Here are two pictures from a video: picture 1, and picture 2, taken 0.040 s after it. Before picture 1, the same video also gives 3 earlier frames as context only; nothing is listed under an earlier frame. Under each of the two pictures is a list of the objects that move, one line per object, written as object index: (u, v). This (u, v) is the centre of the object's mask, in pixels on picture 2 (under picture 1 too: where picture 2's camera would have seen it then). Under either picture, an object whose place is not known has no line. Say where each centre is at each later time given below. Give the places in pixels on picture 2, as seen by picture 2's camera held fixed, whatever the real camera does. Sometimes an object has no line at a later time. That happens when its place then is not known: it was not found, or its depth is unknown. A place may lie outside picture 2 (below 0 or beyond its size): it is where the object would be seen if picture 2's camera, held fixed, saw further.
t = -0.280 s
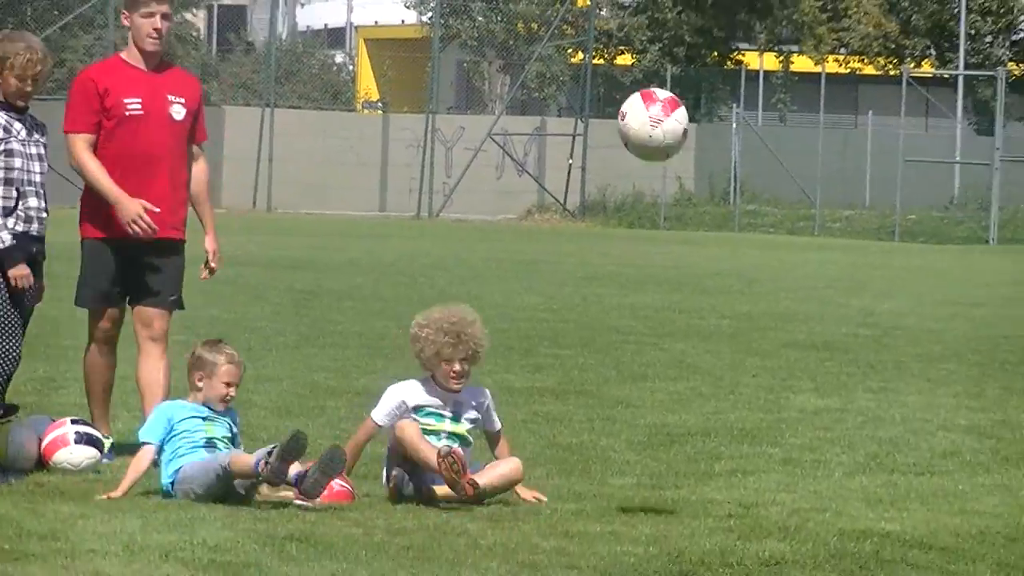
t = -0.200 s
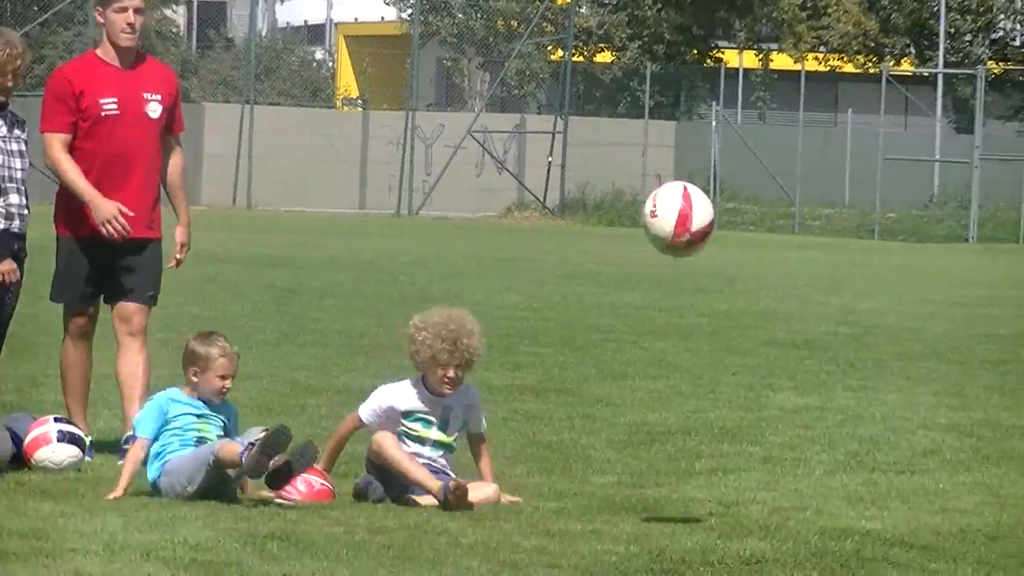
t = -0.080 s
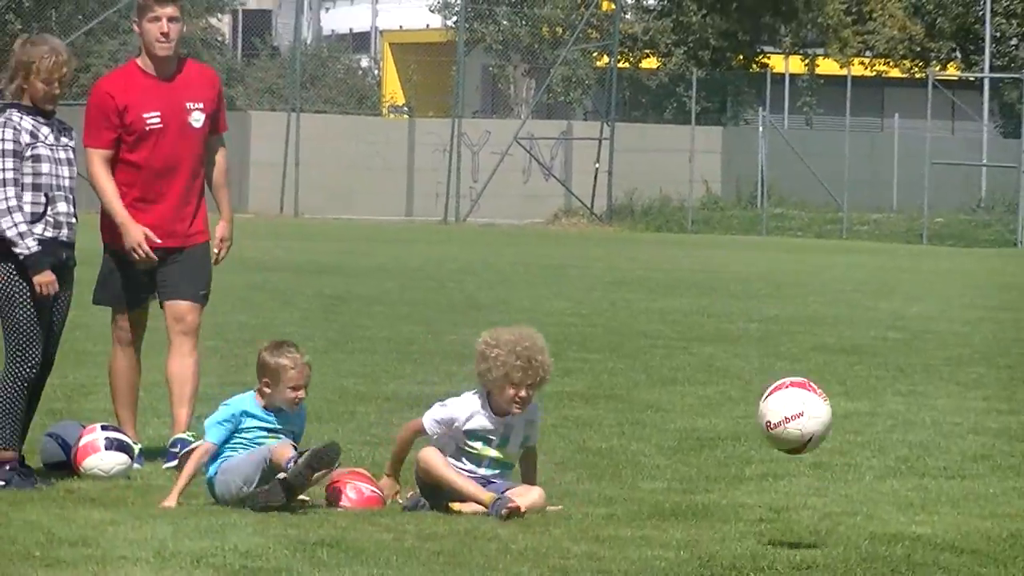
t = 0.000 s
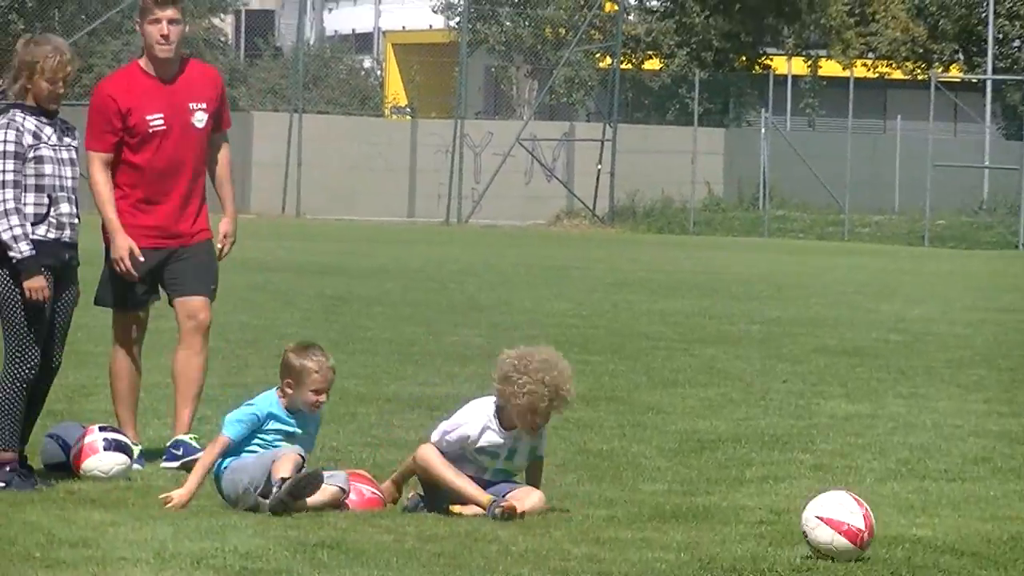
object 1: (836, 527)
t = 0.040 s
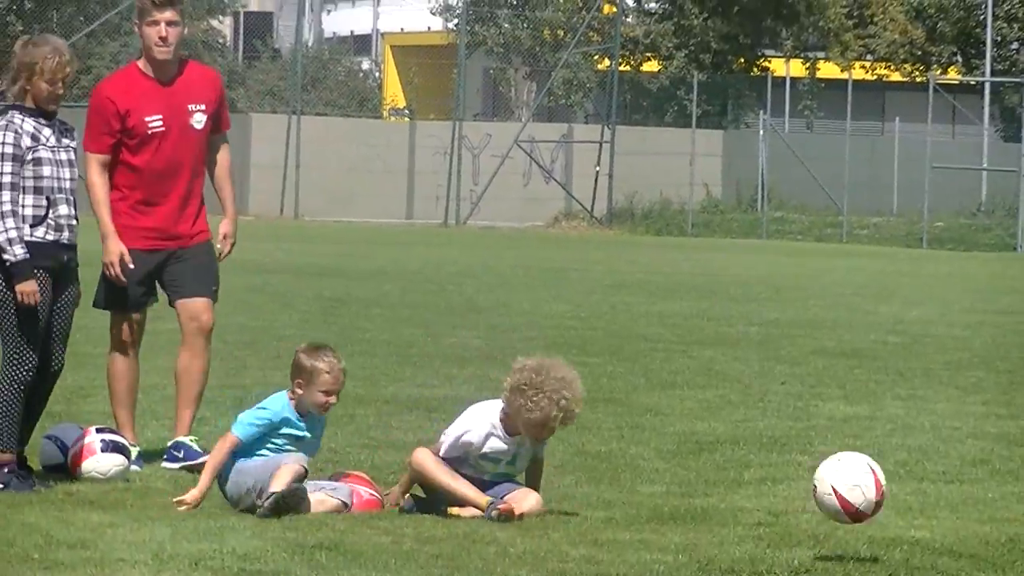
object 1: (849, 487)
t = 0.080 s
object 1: (863, 451)
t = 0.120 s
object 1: (877, 420)
